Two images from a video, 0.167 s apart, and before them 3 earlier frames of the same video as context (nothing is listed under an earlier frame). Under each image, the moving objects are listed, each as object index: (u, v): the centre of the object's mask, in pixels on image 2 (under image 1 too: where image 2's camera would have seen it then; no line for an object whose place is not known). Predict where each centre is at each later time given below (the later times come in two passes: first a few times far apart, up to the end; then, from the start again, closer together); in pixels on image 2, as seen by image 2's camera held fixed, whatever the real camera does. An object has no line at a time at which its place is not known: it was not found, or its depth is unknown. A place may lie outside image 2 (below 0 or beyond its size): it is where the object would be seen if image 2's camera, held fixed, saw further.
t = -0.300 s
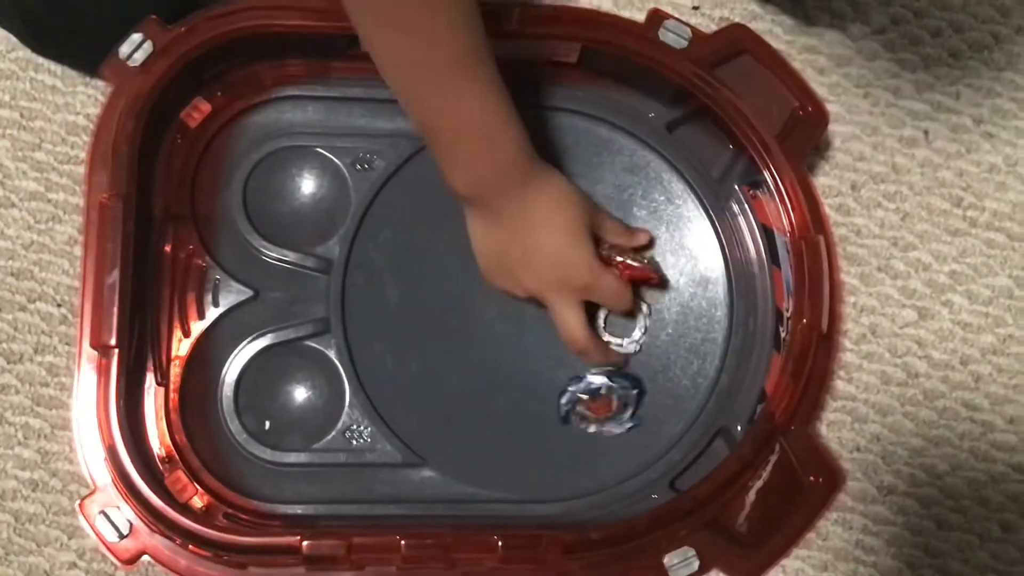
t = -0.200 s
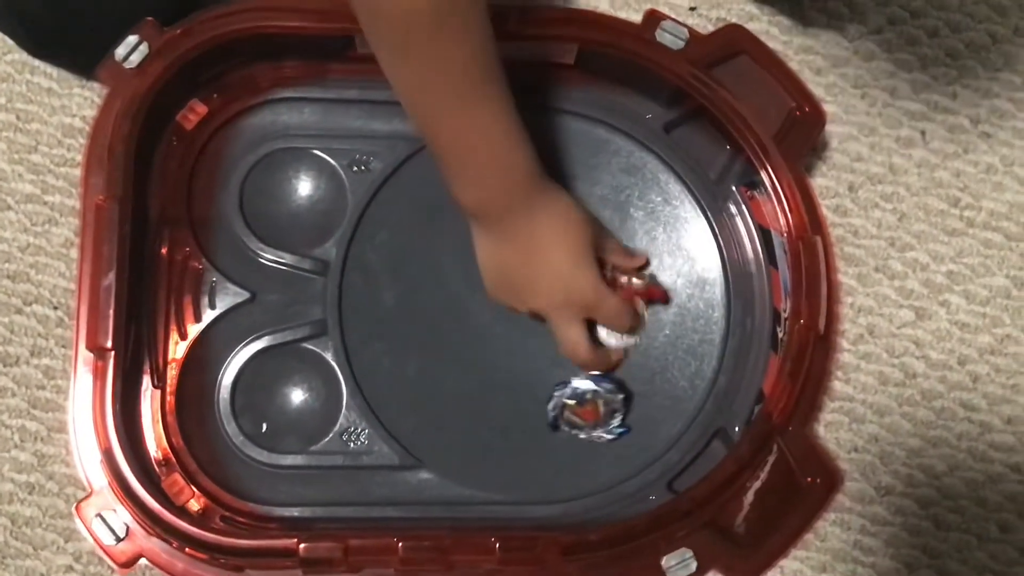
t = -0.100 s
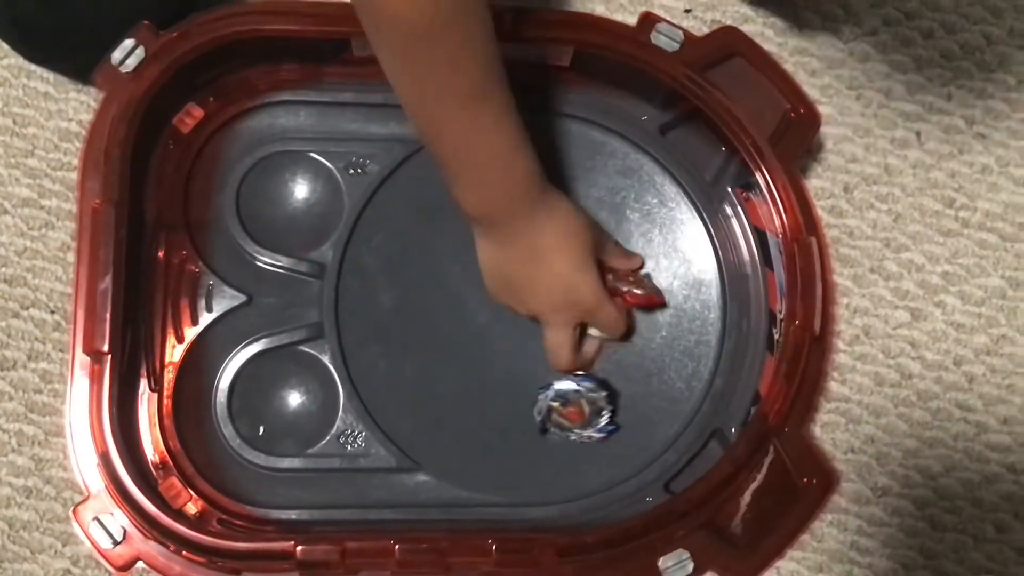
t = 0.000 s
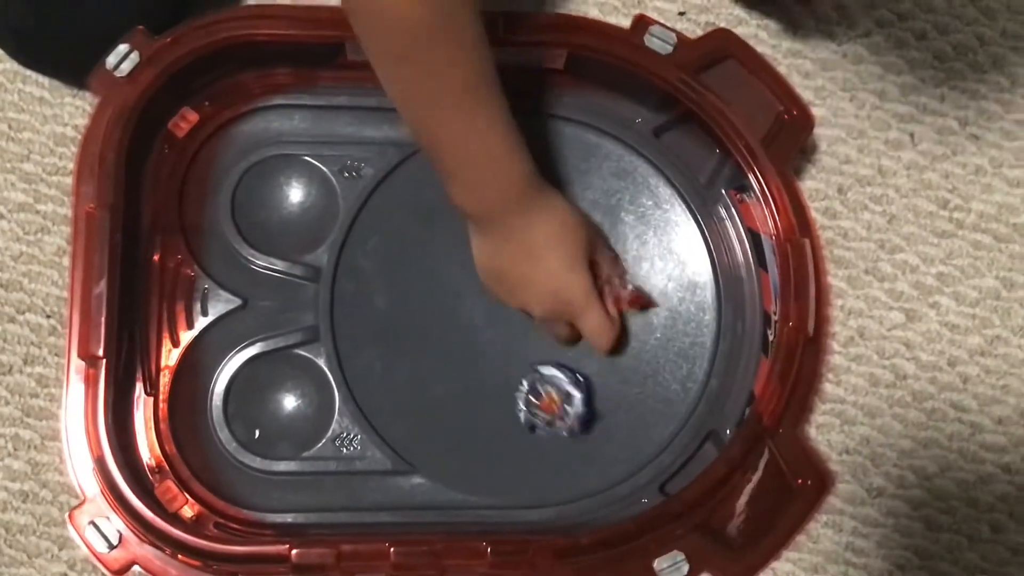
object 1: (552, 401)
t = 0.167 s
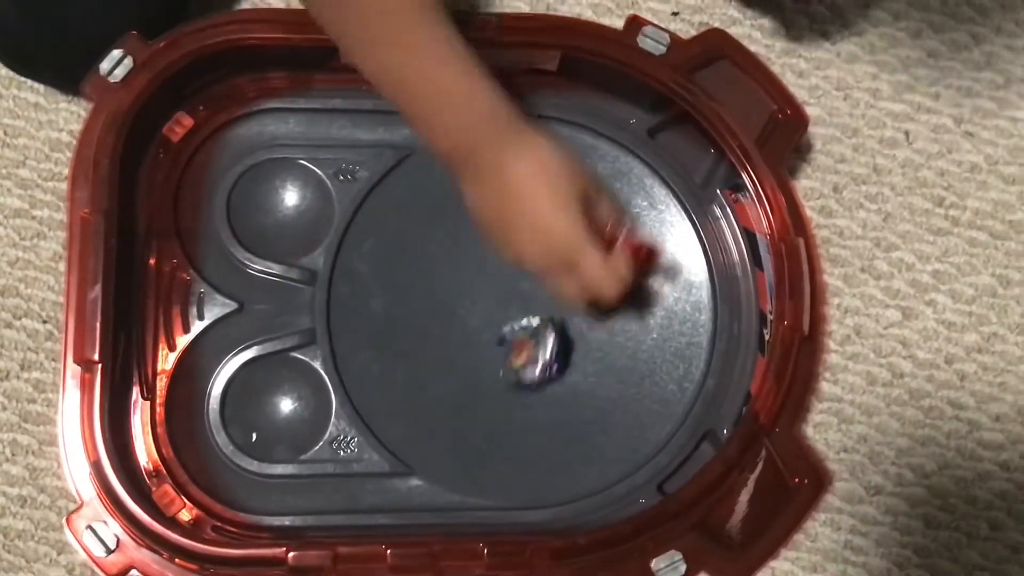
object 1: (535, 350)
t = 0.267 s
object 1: (542, 323)
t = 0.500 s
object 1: (573, 310)
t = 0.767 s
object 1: (548, 308)
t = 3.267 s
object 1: (529, 317)
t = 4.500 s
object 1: (529, 316)
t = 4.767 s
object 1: (529, 316)
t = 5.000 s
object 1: (529, 316)
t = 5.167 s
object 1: (529, 316)
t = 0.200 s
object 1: (535, 339)
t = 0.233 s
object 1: (538, 330)
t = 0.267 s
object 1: (542, 323)
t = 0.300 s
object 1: (546, 316)
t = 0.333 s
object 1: (552, 310)
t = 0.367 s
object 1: (557, 308)
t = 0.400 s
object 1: (564, 307)
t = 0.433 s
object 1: (568, 309)
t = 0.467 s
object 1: (571, 309)
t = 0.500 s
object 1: (573, 310)
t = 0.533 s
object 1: (572, 310)
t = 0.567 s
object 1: (570, 309)
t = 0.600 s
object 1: (567, 309)
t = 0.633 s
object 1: (564, 308)
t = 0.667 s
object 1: (561, 307)
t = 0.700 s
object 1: (556, 307)
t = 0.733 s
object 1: (552, 306)
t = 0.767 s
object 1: (548, 308)
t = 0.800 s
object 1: (546, 309)
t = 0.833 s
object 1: (544, 309)
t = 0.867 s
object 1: (543, 310)
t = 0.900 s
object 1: (541, 310)
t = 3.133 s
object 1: (529, 317)
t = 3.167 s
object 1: (529, 317)
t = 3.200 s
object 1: (529, 317)
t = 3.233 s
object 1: (529, 317)
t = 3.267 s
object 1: (529, 317)
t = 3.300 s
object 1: (529, 316)
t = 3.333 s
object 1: (529, 316)
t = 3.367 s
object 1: (529, 317)
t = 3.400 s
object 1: (529, 316)
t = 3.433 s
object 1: (529, 316)
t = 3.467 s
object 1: (529, 316)
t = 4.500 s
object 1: (529, 316)
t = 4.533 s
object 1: (529, 317)
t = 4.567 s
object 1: (529, 316)
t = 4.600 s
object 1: (529, 317)
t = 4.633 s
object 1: (529, 316)
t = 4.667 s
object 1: (529, 316)
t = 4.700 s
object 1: (529, 317)
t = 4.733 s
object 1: (529, 316)
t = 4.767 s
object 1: (529, 316)
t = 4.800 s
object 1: (529, 316)
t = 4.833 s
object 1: (529, 316)
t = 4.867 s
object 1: (529, 316)
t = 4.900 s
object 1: (529, 316)
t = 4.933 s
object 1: (529, 316)
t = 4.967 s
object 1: (528, 316)
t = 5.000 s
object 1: (529, 316)
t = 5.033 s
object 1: (529, 316)
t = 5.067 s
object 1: (529, 316)
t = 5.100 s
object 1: (528, 316)
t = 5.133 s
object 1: (529, 316)
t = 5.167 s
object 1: (529, 316)
